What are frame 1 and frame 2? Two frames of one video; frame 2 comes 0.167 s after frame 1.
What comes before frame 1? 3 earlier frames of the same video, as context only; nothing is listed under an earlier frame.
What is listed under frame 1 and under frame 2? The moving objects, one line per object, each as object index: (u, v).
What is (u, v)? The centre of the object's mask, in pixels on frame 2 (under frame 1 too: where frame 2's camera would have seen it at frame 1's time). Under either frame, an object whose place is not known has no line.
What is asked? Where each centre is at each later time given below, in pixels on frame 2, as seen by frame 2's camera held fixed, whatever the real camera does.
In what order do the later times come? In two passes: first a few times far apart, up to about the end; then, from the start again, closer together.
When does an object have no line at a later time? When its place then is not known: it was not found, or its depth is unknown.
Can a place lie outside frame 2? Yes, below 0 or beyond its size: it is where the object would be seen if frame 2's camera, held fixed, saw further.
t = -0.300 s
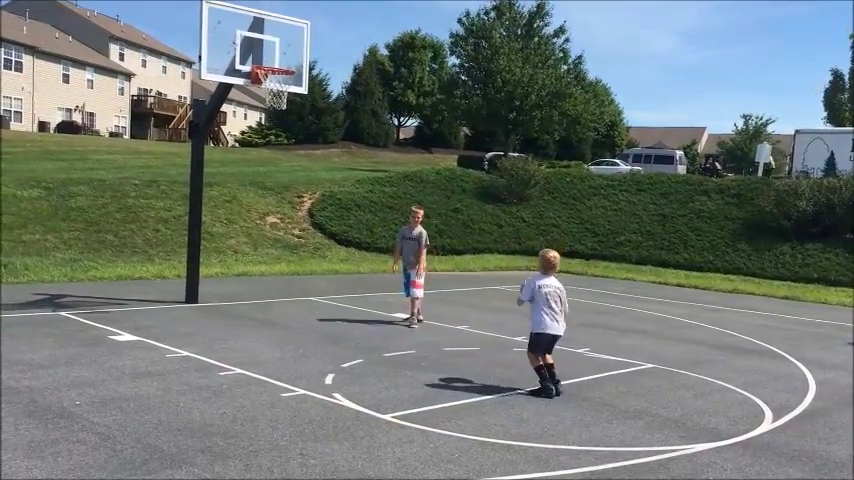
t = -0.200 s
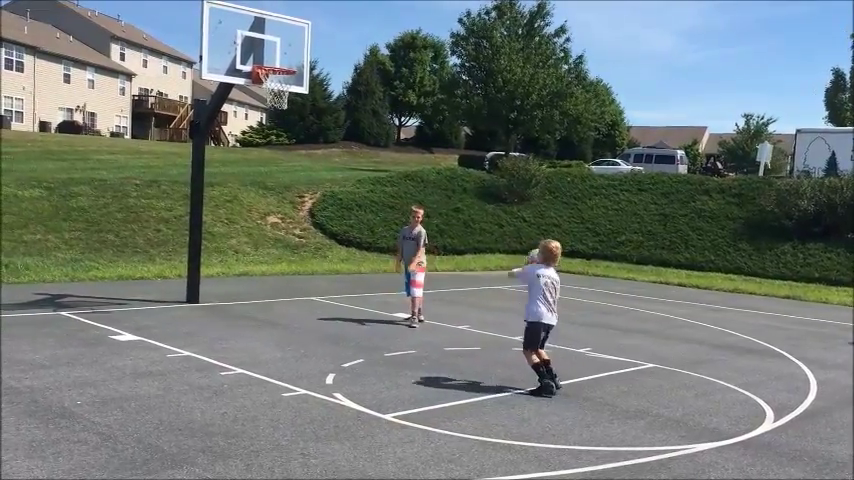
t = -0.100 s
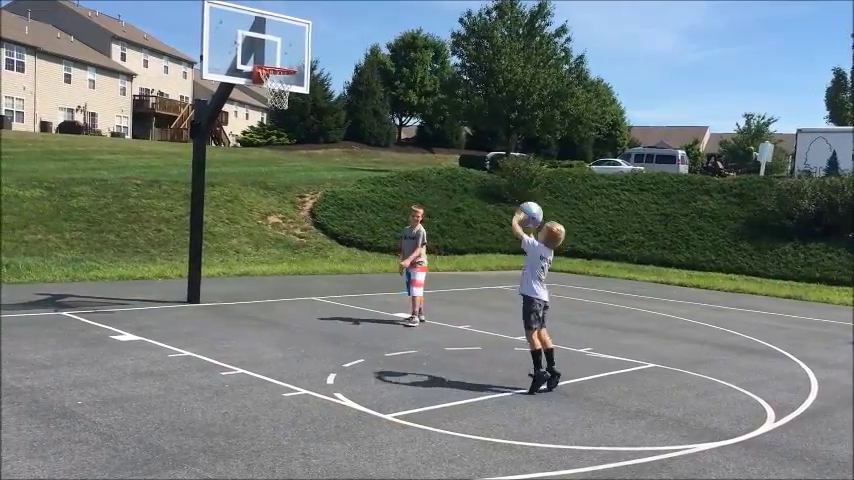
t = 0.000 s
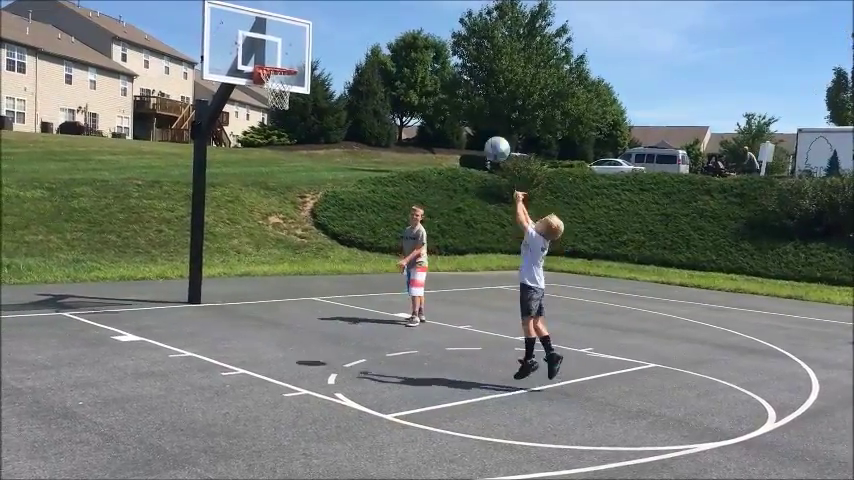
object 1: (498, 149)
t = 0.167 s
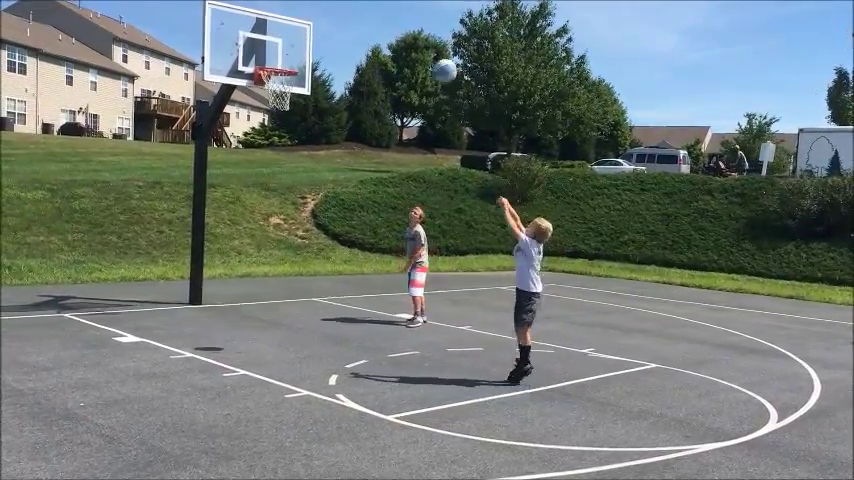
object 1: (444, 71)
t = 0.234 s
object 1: (425, 50)
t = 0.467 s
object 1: (362, 16)
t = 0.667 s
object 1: (315, 28)
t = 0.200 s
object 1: (435, 59)
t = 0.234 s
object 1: (425, 50)
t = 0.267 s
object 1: (415, 40)
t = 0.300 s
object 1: (406, 34)
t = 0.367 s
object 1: (388, 23)
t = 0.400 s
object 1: (379, 19)
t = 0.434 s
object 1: (370, 17)
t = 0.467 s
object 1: (362, 16)
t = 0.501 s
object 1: (353, 15)
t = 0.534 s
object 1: (346, 16)
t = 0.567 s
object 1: (338, 17)
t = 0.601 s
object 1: (330, 20)
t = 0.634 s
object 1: (322, 23)
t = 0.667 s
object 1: (315, 28)
